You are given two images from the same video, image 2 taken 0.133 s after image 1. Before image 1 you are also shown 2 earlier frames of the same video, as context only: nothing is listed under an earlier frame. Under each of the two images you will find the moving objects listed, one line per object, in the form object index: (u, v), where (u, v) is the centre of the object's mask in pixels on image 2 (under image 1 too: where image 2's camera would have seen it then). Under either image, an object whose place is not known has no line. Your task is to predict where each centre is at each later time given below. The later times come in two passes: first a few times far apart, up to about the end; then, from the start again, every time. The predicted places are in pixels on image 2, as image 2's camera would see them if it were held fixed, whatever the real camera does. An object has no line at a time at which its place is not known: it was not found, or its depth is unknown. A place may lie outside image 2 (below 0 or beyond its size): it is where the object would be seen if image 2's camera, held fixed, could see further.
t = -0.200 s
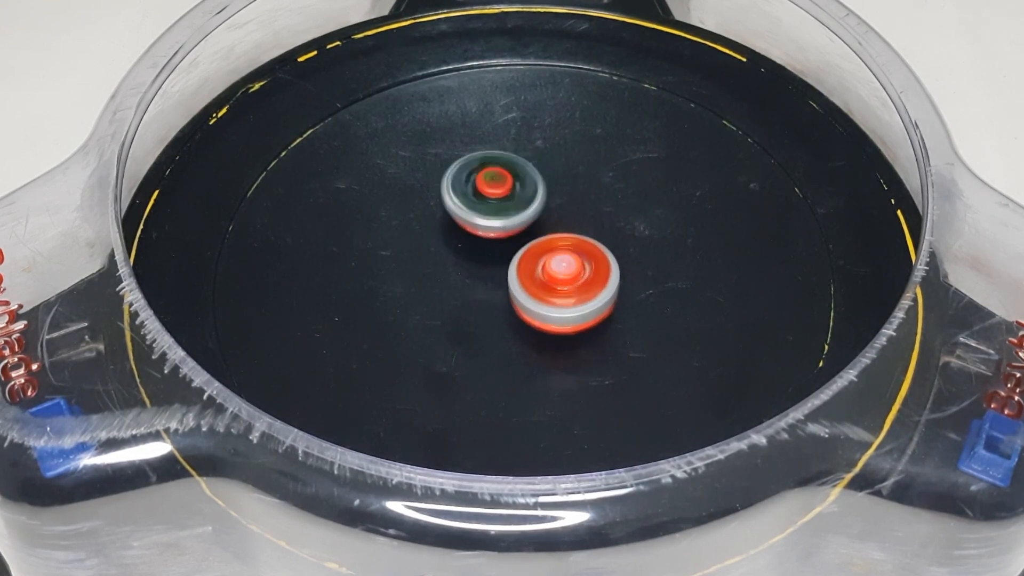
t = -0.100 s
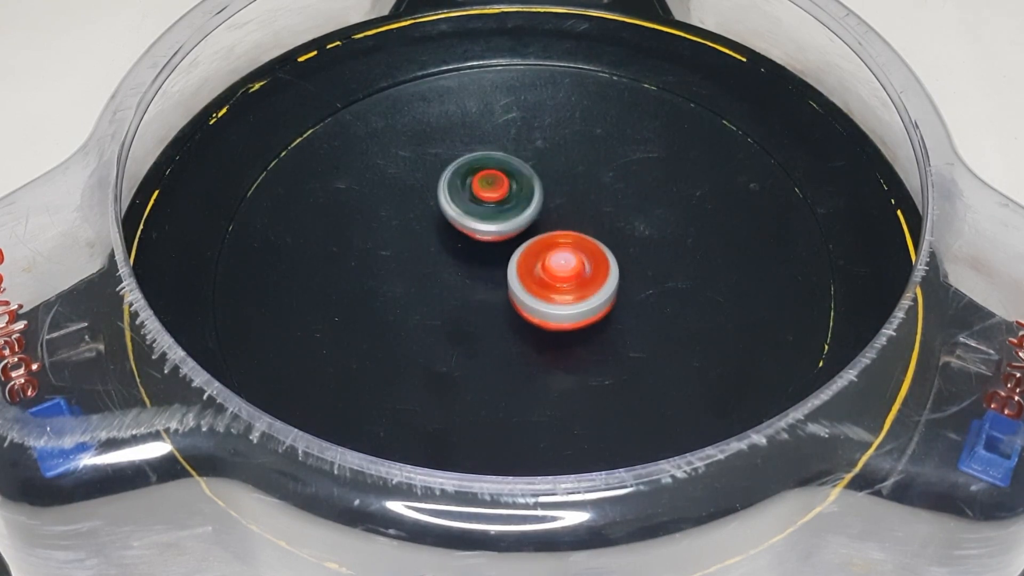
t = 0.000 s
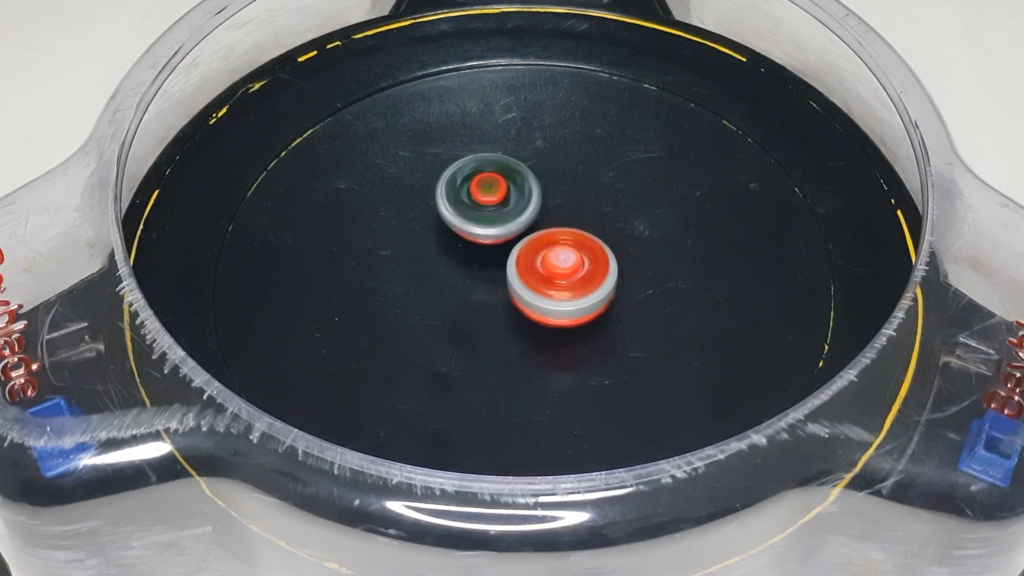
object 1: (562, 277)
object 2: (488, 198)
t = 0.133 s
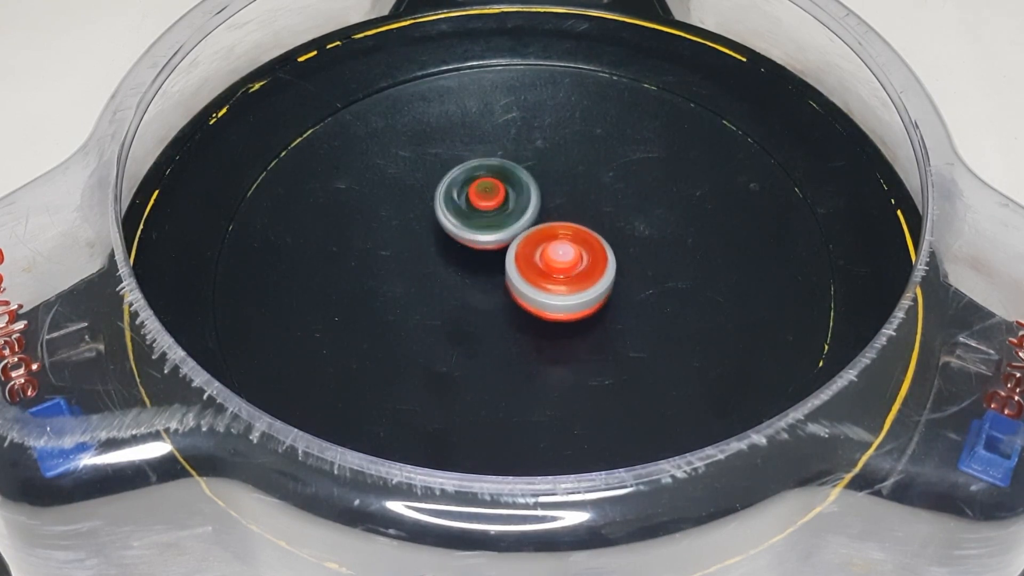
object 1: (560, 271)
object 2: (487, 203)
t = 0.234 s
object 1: (567, 276)
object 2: (477, 194)
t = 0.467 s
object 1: (572, 272)
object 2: (475, 205)
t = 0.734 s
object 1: (576, 267)
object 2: (469, 218)
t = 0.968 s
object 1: (583, 267)
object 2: (461, 222)
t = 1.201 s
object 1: (578, 264)
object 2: (463, 229)
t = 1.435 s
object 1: (586, 263)
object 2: (447, 227)
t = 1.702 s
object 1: (584, 256)
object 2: (454, 238)
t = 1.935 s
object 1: (575, 249)
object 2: (462, 249)
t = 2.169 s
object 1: (574, 241)
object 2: (460, 259)
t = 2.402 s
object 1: (570, 235)
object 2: (464, 265)
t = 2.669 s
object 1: (570, 229)
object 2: (466, 271)
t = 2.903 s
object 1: (567, 227)
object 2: (471, 278)
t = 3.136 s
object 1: (562, 229)
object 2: (478, 283)
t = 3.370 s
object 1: (557, 230)
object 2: (477, 288)
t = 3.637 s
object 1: (559, 226)
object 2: (472, 294)
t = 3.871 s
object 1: (556, 229)
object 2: (484, 293)
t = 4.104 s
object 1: (563, 221)
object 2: (472, 305)
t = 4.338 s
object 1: (555, 227)
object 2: (488, 305)
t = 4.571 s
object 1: (554, 219)
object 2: (487, 321)
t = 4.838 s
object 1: (554, 207)
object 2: (486, 333)
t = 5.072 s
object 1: (551, 208)
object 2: (514, 305)
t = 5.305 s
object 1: (594, 125)
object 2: (473, 387)
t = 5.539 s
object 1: (580, 149)
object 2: (502, 382)
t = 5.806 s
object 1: (567, 181)
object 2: (533, 294)
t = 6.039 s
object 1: (576, 118)
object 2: (484, 392)
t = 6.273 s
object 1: (545, 161)
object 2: (514, 338)
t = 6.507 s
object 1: (520, 173)
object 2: (559, 263)
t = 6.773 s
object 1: (477, 144)
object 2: (584, 299)
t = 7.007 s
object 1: (472, 165)
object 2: (576, 269)
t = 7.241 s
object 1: (470, 196)
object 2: (580, 236)
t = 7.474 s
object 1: (459, 236)
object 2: (580, 241)
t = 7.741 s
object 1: (441, 248)
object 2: (554, 249)
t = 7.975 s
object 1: (430, 243)
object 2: (568, 260)
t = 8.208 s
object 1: (451, 246)
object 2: (578, 266)
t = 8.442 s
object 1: (506, 228)
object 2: (620, 289)
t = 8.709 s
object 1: (546, 239)
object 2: (635, 290)
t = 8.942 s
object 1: (534, 237)
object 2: (632, 288)
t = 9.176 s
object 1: (533, 223)
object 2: (607, 283)
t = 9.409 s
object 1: (540, 223)
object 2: (587, 297)
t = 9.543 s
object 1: (540, 218)
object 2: (585, 310)
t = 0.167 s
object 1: (564, 274)
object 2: (482, 198)
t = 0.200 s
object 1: (566, 276)
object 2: (477, 194)
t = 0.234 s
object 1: (567, 276)
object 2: (477, 194)
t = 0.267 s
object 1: (568, 276)
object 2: (477, 194)
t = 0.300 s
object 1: (568, 275)
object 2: (476, 197)
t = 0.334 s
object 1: (569, 275)
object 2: (476, 198)
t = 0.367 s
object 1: (570, 274)
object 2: (475, 199)
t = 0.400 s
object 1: (571, 273)
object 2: (475, 201)
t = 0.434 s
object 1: (571, 273)
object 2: (475, 203)
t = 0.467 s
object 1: (572, 272)
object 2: (475, 205)
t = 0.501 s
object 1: (572, 271)
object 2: (475, 207)
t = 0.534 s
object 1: (572, 271)
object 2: (476, 209)
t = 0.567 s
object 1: (573, 270)
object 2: (476, 211)
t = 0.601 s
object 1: (572, 268)
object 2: (476, 213)
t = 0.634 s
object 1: (572, 267)
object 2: (476, 215)
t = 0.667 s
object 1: (572, 267)
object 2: (476, 217)
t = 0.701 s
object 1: (572, 265)
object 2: (476, 219)
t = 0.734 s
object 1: (576, 267)
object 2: (469, 218)
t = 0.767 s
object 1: (580, 269)
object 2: (463, 215)
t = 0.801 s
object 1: (580, 269)
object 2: (462, 215)
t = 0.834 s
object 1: (581, 268)
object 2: (462, 216)
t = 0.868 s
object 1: (582, 268)
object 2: (462, 217)
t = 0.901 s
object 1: (582, 268)
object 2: (462, 219)
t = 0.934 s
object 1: (583, 267)
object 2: (462, 220)
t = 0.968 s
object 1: (583, 267)
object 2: (461, 222)
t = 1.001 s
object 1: (583, 267)
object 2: (461, 223)
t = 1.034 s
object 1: (583, 267)
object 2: (461, 224)
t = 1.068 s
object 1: (583, 266)
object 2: (461, 225)
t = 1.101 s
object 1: (582, 266)
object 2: (461, 225)
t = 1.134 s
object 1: (581, 266)
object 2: (461, 227)
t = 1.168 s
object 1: (580, 265)
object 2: (462, 227)
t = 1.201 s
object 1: (578, 264)
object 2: (463, 229)
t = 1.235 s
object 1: (577, 264)
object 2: (464, 230)
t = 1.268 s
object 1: (576, 263)
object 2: (464, 231)
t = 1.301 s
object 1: (574, 262)
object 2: (466, 232)
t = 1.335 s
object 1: (574, 261)
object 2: (465, 233)
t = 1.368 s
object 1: (583, 263)
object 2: (454, 230)
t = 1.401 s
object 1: (586, 264)
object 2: (448, 227)
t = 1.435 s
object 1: (586, 263)
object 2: (447, 227)
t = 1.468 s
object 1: (586, 262)
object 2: (449, 228)
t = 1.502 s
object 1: (587, 261)
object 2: (450, 230)
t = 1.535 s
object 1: (586, 260)
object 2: (451, 232)
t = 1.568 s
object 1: (586, 260)
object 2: (451, 233)
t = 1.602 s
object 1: (586, 259)
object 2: (451, 234)
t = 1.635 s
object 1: (585, 258)
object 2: (452, 235)
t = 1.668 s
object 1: (585, 257)
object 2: (453, 237)
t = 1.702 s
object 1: (584, 256)
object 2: (454, 238)
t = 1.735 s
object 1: (583, 255)
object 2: (455, 239)
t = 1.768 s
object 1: (582, 254)
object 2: (456, 241)
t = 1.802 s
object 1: (580, 253)
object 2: (457, 242)
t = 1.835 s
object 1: (579, 252)
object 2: (458, 244)
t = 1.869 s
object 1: (577, 251)
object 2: (459, 246)
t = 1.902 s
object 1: (576, 250)
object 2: (460, 247)
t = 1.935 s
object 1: (575, 249)
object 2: (462, 249)
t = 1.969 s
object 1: (573, 247)
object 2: (463, 251)
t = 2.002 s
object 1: (575, 246)
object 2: (459, 253)
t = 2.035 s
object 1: (575, 245)
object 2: (458, 253)
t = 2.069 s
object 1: (575, 244)
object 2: (459, 254)
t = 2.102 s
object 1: (575, 243)
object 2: (459, 256)
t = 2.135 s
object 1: (574, 242)
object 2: (459, 257)
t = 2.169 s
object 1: (574, 241)
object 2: (460, 259)
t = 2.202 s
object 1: (573, 240)
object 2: (460, 260)
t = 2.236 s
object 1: (573, 239)
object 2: (461, 261)
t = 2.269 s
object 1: (573, 238)
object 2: (461, 262)
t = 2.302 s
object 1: (572, 237)
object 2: (462, 263)
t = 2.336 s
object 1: (571, 236)
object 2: (462, 264)
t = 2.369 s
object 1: (571, 236)
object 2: (463, 265)
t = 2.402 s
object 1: (570, 235)
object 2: (464, 265)
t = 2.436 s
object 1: (569, 234)
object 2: (465, 266)
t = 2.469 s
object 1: (569, 234)
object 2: (466, 266)
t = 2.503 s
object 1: (568, 233)
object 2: (467, 267)
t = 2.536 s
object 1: (568, 232)
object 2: (468, 268)
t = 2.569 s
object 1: (572, 231)
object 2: (463, 269)
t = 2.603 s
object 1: (572, 230)
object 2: (463, 270)
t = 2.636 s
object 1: (571, 229)
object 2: (465, 270)
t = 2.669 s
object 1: (570, 229)
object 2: (466, 271)
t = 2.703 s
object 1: (569, 228)
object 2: (468, 272)
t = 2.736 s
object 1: (569, 228)
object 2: (469, 272)
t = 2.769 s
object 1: (568, 228)
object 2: (470, 273)
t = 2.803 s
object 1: (567, 228)
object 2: (471, 273)
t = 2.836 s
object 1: (566, 228)
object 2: (473, 275)
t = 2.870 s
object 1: (565, 229)
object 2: (475, 275)
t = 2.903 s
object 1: (567, 227)
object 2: (471, 278)
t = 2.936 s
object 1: (567, 227)
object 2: (470, 279)
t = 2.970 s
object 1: (566, 228)
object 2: (471, 279)
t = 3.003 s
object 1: (566, 227)
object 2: (473, 280)
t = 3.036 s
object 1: (565, 227)
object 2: (474, 281)
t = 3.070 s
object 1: (564, 228)
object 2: (476, 282)
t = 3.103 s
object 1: (563, 228)
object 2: (476, 282)
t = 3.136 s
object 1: (562, 229)
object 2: (478, 283)
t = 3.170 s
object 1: (562, 229)
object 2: (476, 284)
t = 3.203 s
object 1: (562, 229)
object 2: (473, 287)
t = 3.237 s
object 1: (561, 229)
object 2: (473, 287)
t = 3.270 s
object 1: (560, 230)
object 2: (474, 287)
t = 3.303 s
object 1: (559, 229)
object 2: (476, 288)
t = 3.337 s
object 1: (558, 230)
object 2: (476, 288)
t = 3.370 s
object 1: (557, 230)
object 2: (477, 288)
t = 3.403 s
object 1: (557, 229)
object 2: (476, 289)
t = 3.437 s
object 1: (556, 230)
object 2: (476, 289)
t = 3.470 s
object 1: (556, 230)
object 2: (477, 289)
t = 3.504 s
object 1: (558, 227)
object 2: (471, 294)
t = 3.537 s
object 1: (560, 227)
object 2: (468, 295)
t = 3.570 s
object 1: (559, 227)
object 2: (468, 295)
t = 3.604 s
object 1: (559, 226)
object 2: (470, 294)
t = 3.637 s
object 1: (559, 226)
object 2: (472, 294)
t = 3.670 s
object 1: (559, 227)
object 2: (473, 294)
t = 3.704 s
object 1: (558, 227)
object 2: (474, 294)
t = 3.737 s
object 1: (558, 227)
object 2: (476, 294)
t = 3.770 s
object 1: (558, 228)
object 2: (477, 293)
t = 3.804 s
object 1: (557, 228)
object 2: (480, 293)
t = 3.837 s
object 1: (556, 229)
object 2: (481, 293)
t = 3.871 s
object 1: (556, 229)
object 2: (484, 293)
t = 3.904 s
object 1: (559, 226)
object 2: (478, 297)
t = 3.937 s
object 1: (564, 222)
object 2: (470, 304)
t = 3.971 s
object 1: (565, 222)
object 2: (465, 307)
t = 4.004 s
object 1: (565, 222)
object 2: (464, 308)
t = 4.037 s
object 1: (565, 221)
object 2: (466, 307)
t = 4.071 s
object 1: (564, 221)
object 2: (470, 306)
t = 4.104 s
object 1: (563, 221)
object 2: (472, 305)
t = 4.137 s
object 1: (563, 222)
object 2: (476, 306)
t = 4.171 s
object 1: (562, 222)
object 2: (478, 305)
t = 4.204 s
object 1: (561, 223)
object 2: (480, 306)
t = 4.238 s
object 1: (560, 224)
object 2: (482, 305)
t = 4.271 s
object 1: (558, 225)
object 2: (484, 306)
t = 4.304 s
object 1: (557, 226)
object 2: (486, 305)
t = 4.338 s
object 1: (555, 227)
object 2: (488, 305)
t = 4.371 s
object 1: (554, 227)
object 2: (490, 305)
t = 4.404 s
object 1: (553, 228)
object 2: (492, 305)
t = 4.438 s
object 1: (551, 228)
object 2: (494, 305)
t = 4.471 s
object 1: (550, 229)
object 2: (496, 305)
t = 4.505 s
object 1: (548, 229)
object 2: (498, 305)
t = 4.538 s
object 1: (548, 227)
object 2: (497, 308)
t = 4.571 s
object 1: (554, 219)
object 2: (487, 321)
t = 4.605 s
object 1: (558, 213)
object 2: (478, 332)
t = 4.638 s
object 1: (558, 212)
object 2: (474, 337)
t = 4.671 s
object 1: (556, 211)
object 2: (473, 341)
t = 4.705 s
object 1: (556, 209)
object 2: (475, 341)
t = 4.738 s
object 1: (555, 209)
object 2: (477, 341)
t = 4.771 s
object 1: (555, 208)
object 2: (480, 339)
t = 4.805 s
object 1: (554, 207)
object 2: (484, 337)
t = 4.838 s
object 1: (554, 207)
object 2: (486, 333)
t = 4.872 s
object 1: (553, 206)
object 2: (491, 330)
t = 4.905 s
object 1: (553, 206)
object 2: (494, 325)
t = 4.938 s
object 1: (553, 205)
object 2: (498, 321)
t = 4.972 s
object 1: (553, 206)
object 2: (502, 317)
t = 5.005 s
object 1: (552, 206)
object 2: (506, 313)
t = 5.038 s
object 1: (552, 207)
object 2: (510, 309)
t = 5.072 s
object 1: (551, 208)
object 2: (514, 305)
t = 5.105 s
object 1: (551, 208)
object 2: (518, 299)
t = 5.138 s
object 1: (550, 207)
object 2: (524, 293)
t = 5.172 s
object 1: (556, 196)
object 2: (522, 299)
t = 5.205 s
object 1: (570, 167)
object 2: (506, 327)
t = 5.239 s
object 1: (582, 146)
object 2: (491, 353)
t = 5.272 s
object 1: (590, 132)
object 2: (479, 372)
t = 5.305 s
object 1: (594, 125)
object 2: (473, 387)
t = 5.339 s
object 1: (595, 123)
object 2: (471, 396)
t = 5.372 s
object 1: (593, 124)
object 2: (475, 402)
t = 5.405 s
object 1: (591, 126)
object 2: (480, 405)
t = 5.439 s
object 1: (588, 131)
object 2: (485, 403)
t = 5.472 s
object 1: (586, 136)
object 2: (491, 399)
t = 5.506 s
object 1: (583, 142)
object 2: (496, 392)
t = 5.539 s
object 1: (580, 149)
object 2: (502, 382)
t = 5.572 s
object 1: (578, 155)
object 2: (509, 369)
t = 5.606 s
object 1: (576, 162)
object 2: (515, 356)
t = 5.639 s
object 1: (574, 168)
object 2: (522, 341)
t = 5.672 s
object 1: (572, 175)
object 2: (528, 325)
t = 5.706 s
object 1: (569, 181)
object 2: (531, 310)
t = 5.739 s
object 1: (566, 188)
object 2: (535, 296)
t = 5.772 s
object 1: (563, 194)
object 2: (539, 285)
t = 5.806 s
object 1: (567, 181)
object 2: (533, 294)
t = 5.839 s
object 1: (578, 155)
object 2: (518, 322)
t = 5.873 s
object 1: (585, 134)
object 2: (504, 345)
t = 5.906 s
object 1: (589, 121)
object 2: (492, 365)
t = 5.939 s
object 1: (588, 114)
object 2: (484, 379)
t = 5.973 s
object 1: (586, 113)
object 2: (480, 387)
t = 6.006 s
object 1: (581, 115)
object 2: (481, 391)
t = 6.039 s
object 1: (576, 118)
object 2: (484, 392)
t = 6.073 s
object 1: (571, 123)
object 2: (489, 388)
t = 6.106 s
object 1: (566, 129)
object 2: (492, 386)
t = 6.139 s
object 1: (561, 136)
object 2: (496, 378)
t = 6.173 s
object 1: (556, 142)
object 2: (500, 371)
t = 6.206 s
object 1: (552, 149)
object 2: (506, 360)
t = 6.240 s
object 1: (549, 155)
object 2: (509, 350)
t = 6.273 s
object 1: (545, 161)
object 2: (514, 338)
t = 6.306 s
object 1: (542, 166)
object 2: (519, 326)
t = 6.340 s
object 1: (539, 170)
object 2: (525, 316)
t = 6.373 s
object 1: (536, 173)
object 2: (531, 304)
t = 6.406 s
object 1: (533, 176)
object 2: (538, 292)
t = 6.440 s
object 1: (530, 178)
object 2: (545, 281)
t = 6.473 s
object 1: (526, 180)
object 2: (552, 268)
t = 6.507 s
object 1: (520, 173)
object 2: (559, 263)
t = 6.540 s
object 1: (514, 157)
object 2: (570, 272)
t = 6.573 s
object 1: (508, 144)
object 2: (576, 280)
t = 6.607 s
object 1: (500, 138)
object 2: (582, 288)
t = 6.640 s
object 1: (492, 136)
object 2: (584, 294)
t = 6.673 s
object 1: (486, 136)
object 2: (584, 297)
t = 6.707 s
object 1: (481, 138)
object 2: (584, 297)
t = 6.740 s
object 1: (479, 141)
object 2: (584, 299)
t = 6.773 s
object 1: (477, 144)
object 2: (584, 299)
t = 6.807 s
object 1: (476, 148)
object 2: (582, 299)
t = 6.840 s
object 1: (475, 151)
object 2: (581, 297)
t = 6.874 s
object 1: (474, 154)
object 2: (582, 289)
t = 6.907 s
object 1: (473, 157)
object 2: (580, 286)
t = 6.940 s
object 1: (473, 159)
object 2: (577, 281)
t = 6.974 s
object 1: (472, 162)
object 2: (577, 276)
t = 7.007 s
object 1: (472, 165)
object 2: (576, 269)
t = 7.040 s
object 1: (472, 169)
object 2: (573, 264)
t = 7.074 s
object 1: (472, 172)
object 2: (572, 259)
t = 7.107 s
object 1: (472, 175)
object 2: (575, 253)
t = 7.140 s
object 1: (472, 179)
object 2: (576, 247)
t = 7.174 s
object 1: (471, 184)
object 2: (575, 242)
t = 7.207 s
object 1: (471, 189)
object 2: (576, 239)
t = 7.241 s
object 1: (470, 196)
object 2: (580, 236)
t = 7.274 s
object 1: (469, 202)
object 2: (584, 233)
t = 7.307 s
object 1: (468, 209)
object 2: (587, 231)
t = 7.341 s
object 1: (467, 216)
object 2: (588, 230)
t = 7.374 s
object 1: (465, 222)
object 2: (588, 231)
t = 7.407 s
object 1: (463, 228)
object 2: (586, 235)
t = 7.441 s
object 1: (461, 232)
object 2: (583, 239)
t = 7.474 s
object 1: (459, 236)
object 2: (580, 241)
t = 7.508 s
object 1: (456, 239)
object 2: (577, 242)
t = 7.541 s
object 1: (453, 241)
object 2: (574, 244)
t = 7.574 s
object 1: (450, 244)
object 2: (571, 245)
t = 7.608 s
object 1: (448, 245)
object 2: (568, 246)
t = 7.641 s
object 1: (445, 246)
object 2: (564, 246)
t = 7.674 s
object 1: (443, 247)
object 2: (562, 247)
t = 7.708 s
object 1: (442, 248)
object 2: (559, 249)
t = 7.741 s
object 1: (441, 248)
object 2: (554, 249)
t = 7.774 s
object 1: (436, 247)
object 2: (556, 251)
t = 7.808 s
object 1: (429, 245)
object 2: (563, 254)
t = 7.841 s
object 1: (428, 243)
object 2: (565, 257)
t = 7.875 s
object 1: (428, 243)
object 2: (566, 259)
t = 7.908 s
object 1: (428, 243)
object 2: (566, 260)
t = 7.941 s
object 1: (428, 243)
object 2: (568, 260)
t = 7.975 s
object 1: (430, 243)
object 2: (568, 260)
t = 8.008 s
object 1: (433, 243)
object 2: (567, 260)
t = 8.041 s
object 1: (435, 244)
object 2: (566, 260)
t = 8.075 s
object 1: (438, 245)
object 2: (566, 260)
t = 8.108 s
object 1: (441, 246)
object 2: (566, 260)
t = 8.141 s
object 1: (446, 248)
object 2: (566, 260)
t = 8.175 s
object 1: (452, 251)
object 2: (566, 260)
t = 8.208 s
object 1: (451, 246)
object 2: (578, 266)
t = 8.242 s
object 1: (449, 240)
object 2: (595, 273)
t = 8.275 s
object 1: (451, 234)
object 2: (606, 280)
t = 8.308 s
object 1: (456, 231)
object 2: (613, 286)
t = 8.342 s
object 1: (467, 230)
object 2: (618, 289)
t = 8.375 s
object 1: (480, 227)
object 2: (621, 291)
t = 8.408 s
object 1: (493, 227)
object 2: (621, 290)
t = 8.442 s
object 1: (506, 228)
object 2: (620, 289)
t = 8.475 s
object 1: (519, 229)
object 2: (619, 287)
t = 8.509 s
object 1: (531, 231)
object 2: (618, 287)
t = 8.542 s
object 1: (539, 233)
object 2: (621, 286)
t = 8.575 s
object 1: (543, 235)
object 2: (628, 288)
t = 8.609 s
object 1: (545, 236)
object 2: (631, 288)
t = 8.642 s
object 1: (546, 239)
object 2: (633, 289)
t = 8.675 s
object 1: (546, 241)
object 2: (634, 289)
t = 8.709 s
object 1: (546, 239)
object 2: (635, 290)
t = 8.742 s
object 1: (546, 240)
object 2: (634, 290)
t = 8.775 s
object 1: (546, 240)
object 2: (634, 289)
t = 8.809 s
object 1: (544, 240)
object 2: (634, 290)
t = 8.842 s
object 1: (542, 240)
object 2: (635, 291)
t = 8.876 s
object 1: (540, 237)
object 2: (634, 289)
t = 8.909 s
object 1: (536, 237)
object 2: (633, 289)
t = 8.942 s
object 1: (534, 237)
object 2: (632, 288)
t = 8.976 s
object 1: (534, 234)
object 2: (630, 287)
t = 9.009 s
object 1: (532, 232)
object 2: (627, 286)
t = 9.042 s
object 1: (531, 232)
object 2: (622, 283)
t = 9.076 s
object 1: (529, 228)
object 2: (618, 283)
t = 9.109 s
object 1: (529, 226)
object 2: (614, 283)
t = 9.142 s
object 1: (533, 225)
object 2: (610, 283)
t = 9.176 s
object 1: (533, 223)
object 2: (607, 283)
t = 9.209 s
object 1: (535, 223)
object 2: (602, 284)
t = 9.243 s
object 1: (537, 222)
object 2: (596, 287)
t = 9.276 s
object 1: (537, 220)
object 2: (592, 291)
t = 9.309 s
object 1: (539, 220)
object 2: (588, 294)
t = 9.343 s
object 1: (540, 220)
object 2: (586, 295)
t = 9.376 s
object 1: (539, 224)
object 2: (586, 295)
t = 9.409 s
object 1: (540, 223)
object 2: (587, 297)
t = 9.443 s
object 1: (539, 220)
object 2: (588, 305)
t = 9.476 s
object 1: (540, 217)
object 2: (586, 309)
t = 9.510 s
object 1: (540, 217)
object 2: (585, 310)
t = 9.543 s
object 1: (540, 218)
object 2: (585, 310)
